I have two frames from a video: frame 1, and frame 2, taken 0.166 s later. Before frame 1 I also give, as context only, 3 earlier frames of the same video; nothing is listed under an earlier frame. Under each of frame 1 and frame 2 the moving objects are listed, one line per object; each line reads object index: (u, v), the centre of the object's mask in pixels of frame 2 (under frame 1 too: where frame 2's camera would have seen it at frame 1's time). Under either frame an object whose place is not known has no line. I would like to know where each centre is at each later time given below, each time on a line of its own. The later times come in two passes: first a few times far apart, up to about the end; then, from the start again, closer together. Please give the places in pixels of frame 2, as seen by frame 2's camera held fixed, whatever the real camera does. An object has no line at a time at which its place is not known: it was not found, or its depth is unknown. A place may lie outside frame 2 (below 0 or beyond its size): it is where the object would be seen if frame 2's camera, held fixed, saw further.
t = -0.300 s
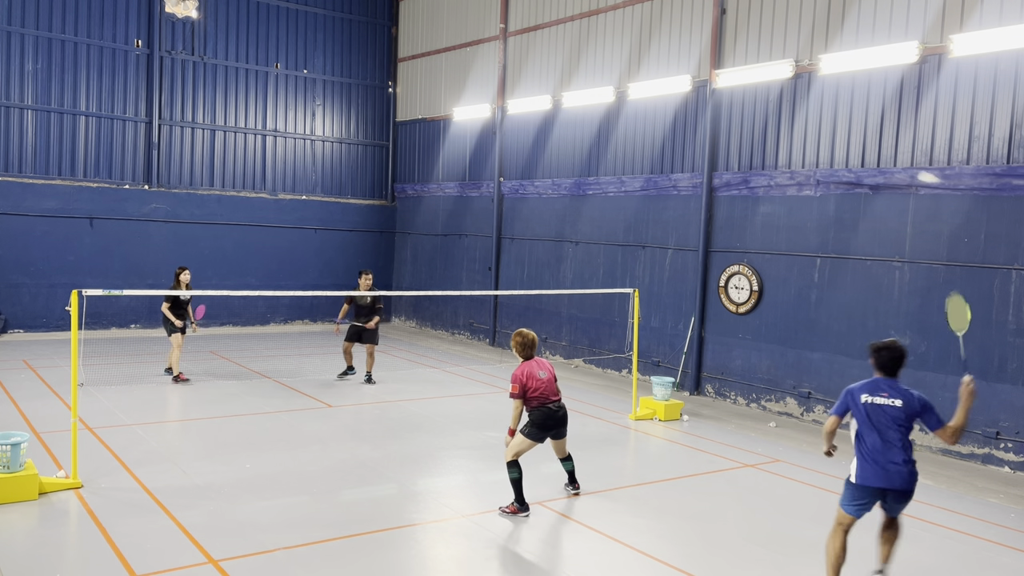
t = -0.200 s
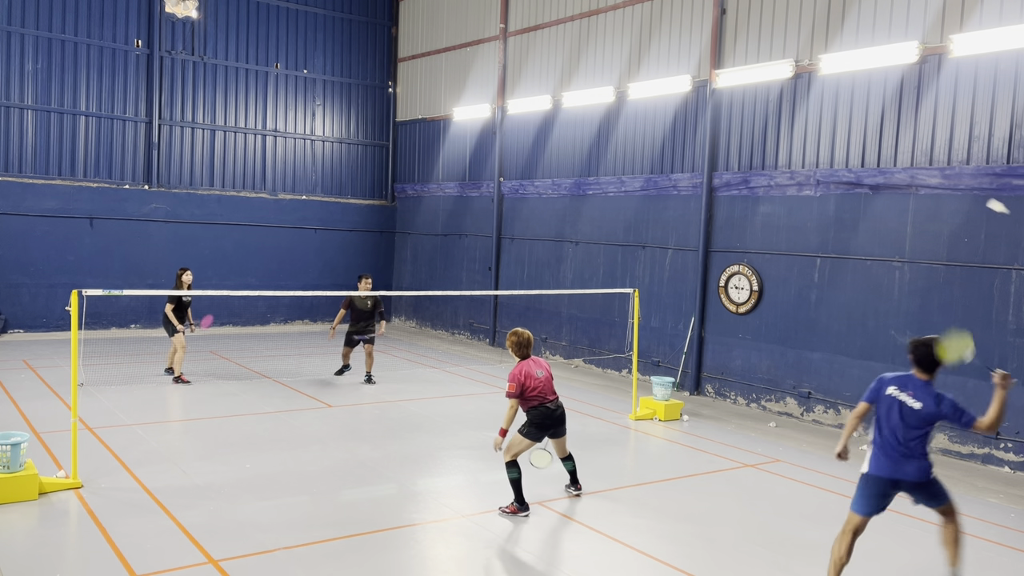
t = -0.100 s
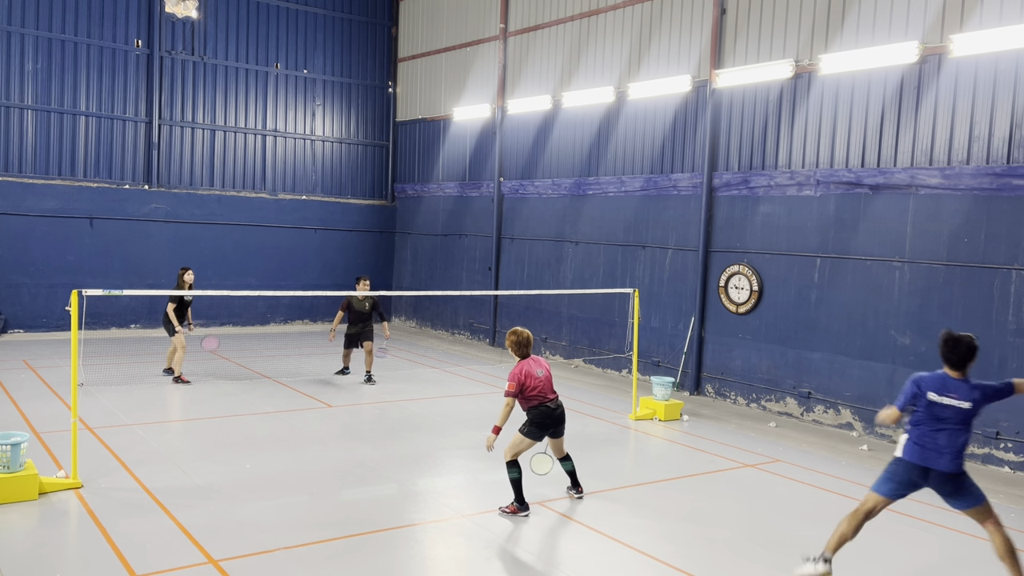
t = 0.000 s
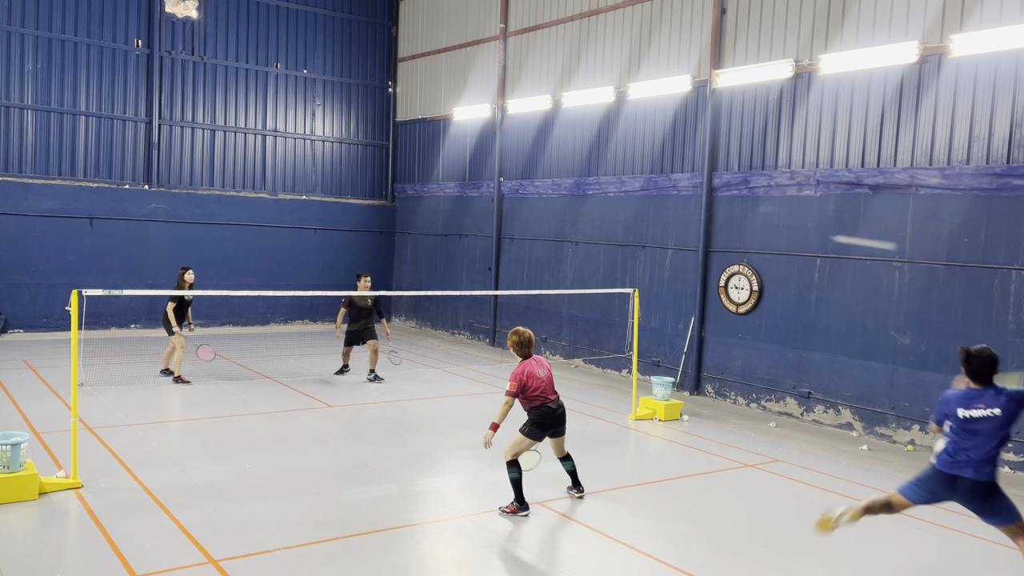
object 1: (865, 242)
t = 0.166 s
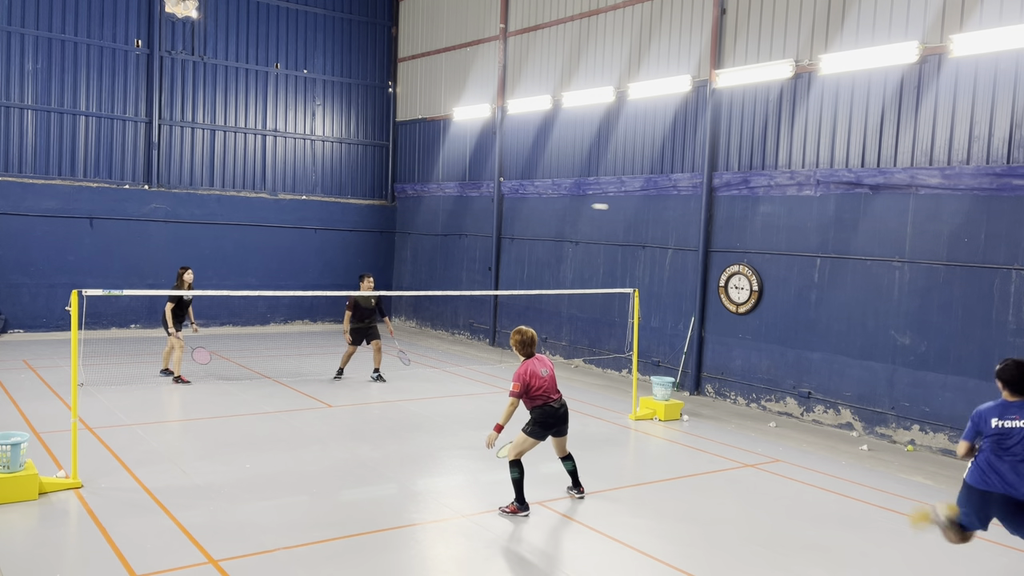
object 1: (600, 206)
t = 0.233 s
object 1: (559, 205)
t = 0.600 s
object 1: (455, 242)
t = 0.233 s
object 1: (559, 205)
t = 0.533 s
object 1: (467, 232)
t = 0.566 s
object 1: (461, 237)
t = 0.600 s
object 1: (455, 242)
